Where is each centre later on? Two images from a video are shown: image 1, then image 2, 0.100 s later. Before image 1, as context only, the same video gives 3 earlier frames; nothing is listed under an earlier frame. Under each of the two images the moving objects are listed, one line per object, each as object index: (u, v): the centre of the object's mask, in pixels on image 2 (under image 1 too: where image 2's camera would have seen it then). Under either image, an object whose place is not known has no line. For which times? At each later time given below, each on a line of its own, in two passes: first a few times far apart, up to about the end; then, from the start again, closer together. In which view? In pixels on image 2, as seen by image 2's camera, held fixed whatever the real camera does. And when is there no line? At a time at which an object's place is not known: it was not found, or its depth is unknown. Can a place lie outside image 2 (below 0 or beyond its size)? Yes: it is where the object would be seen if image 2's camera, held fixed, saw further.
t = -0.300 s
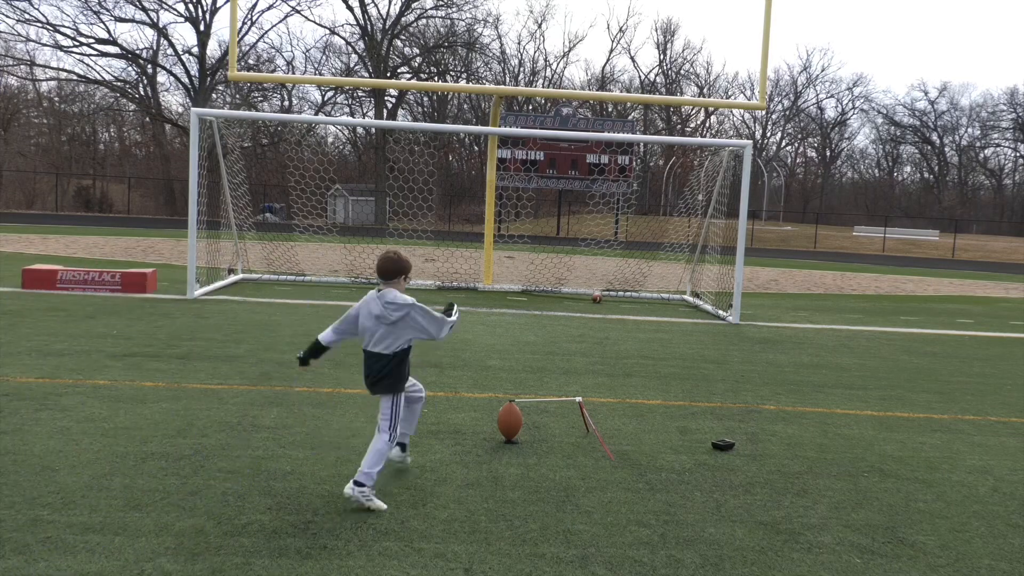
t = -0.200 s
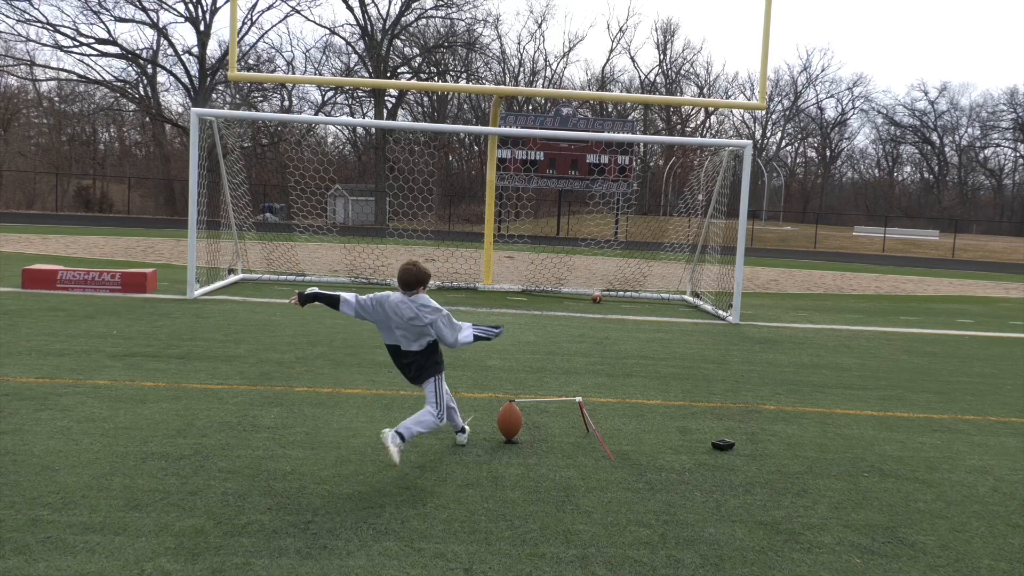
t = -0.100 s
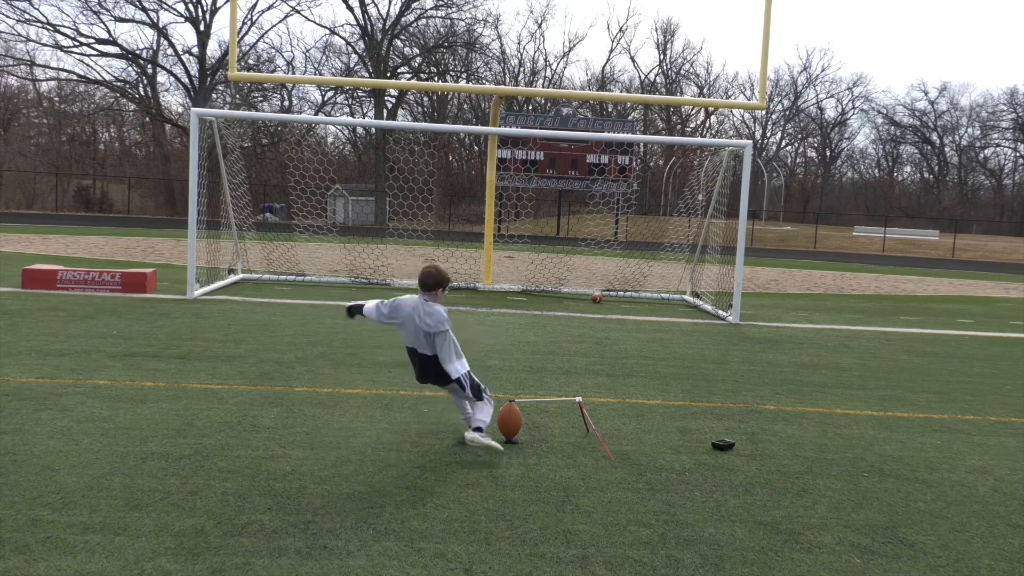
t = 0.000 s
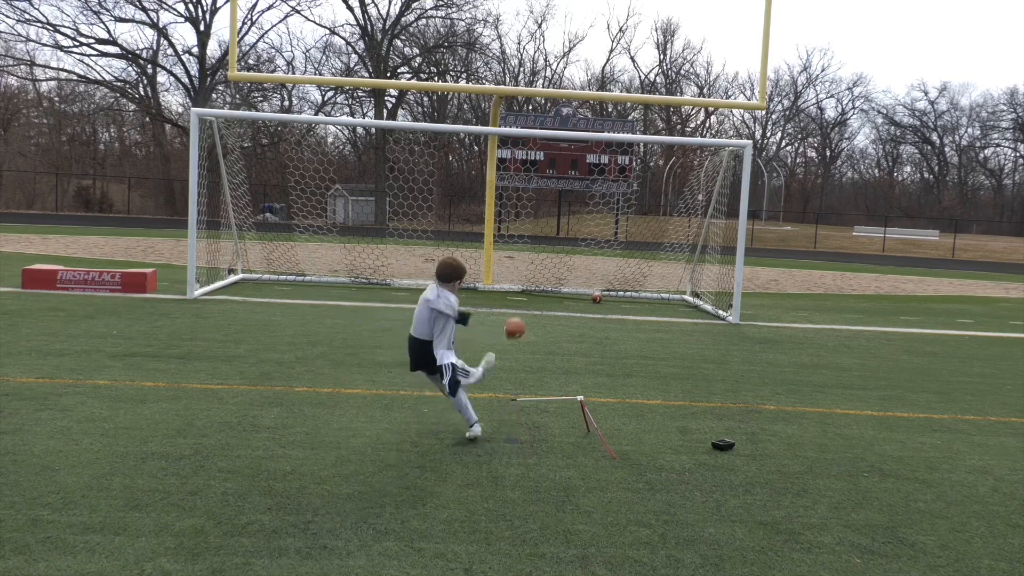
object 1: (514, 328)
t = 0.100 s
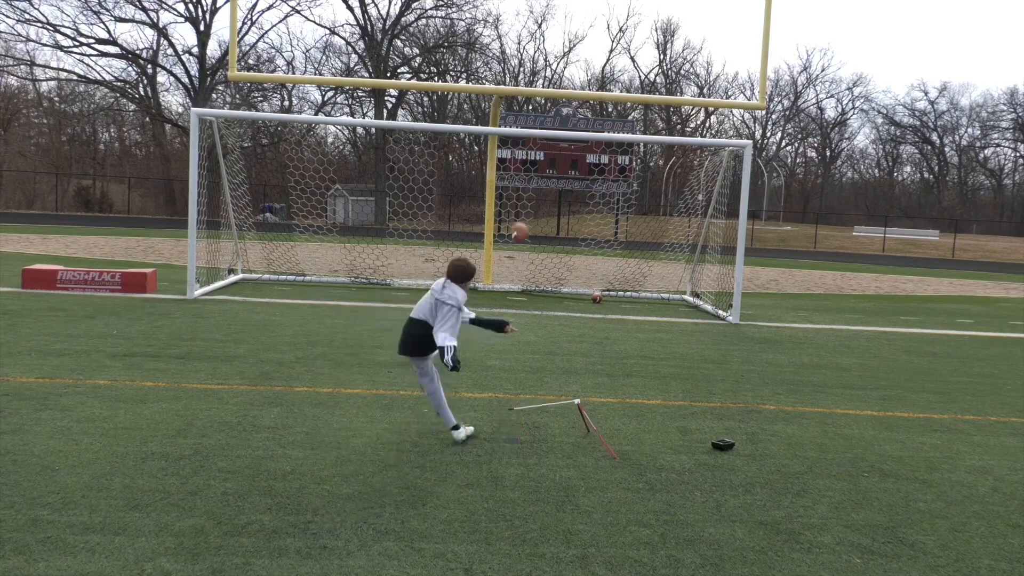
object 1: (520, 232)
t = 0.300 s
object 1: (525, 129)
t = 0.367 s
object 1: (526, 109)
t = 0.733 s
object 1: (539, 39)
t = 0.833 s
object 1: (545, 21)
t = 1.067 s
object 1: (556, 4)
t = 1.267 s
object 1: (565, 20)
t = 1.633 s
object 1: (574, 119)
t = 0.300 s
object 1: (525, 129)
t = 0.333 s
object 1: (526, 118)
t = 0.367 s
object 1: (526, 109)
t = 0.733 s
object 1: (539, 39)
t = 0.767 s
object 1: (541, 32)
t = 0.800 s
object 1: (543, 27)
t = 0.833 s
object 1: (545, 21)
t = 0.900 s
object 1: (549, 11)
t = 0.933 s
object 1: (551, 8)
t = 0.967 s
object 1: (552, 6)
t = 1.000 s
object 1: (554, 5)
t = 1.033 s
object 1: (555, 4)
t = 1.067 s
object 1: (556, 4)
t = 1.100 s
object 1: (558, 5)
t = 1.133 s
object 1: (559, 7)
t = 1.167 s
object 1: (561, 8)
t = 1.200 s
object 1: (562, 11)
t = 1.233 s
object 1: (563, 15)
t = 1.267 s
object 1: (565, 20)
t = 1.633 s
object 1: (574, 119)
